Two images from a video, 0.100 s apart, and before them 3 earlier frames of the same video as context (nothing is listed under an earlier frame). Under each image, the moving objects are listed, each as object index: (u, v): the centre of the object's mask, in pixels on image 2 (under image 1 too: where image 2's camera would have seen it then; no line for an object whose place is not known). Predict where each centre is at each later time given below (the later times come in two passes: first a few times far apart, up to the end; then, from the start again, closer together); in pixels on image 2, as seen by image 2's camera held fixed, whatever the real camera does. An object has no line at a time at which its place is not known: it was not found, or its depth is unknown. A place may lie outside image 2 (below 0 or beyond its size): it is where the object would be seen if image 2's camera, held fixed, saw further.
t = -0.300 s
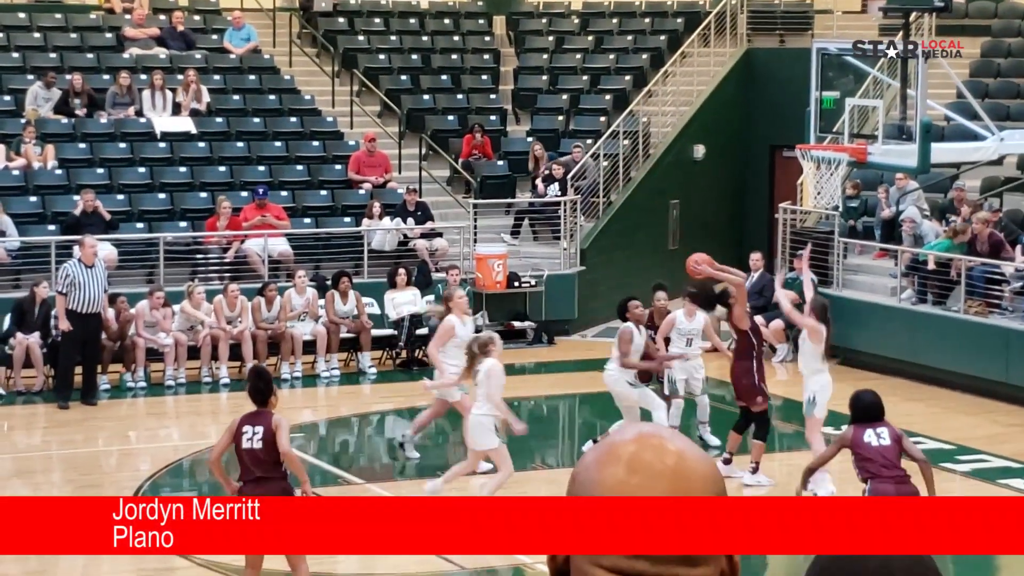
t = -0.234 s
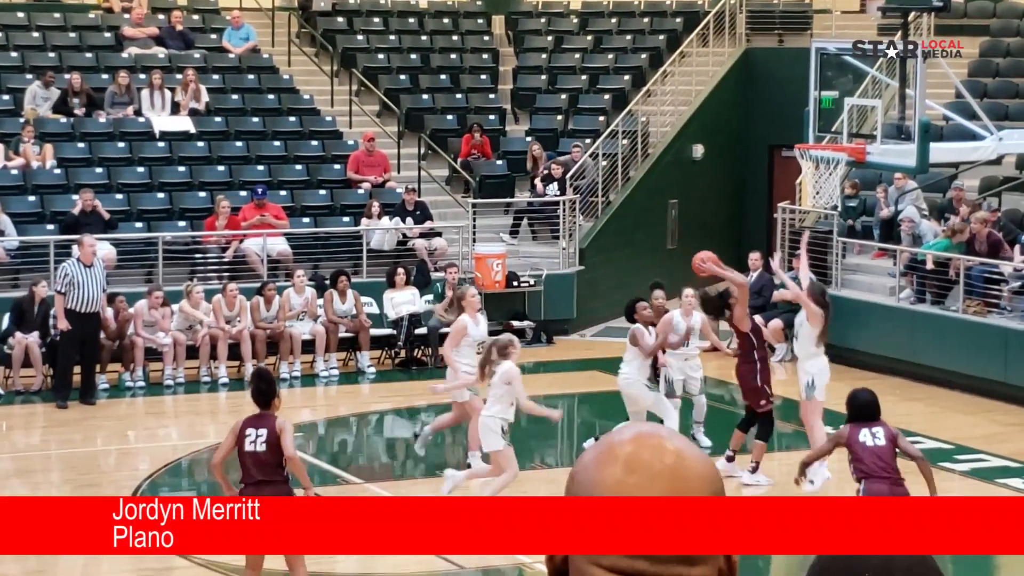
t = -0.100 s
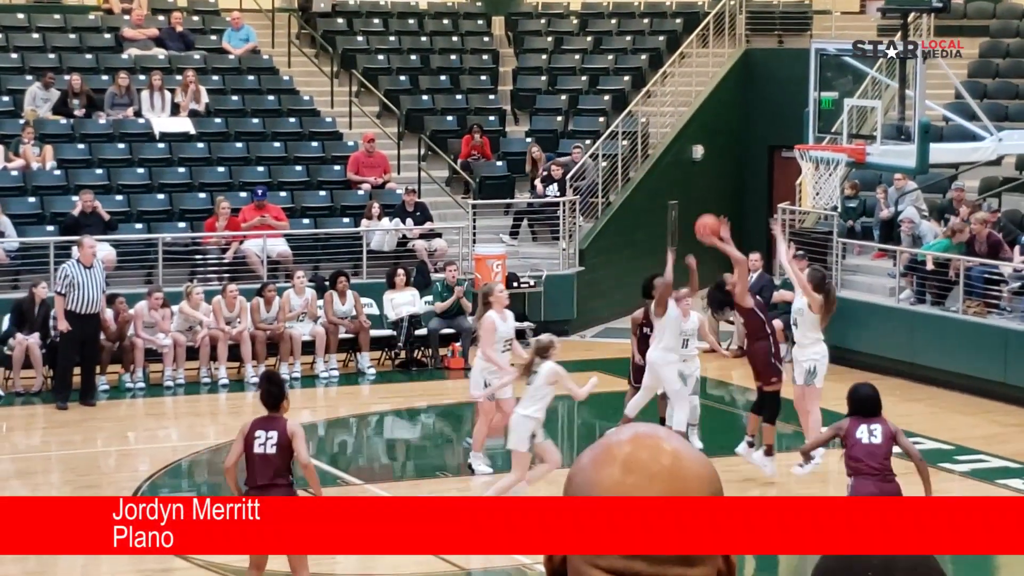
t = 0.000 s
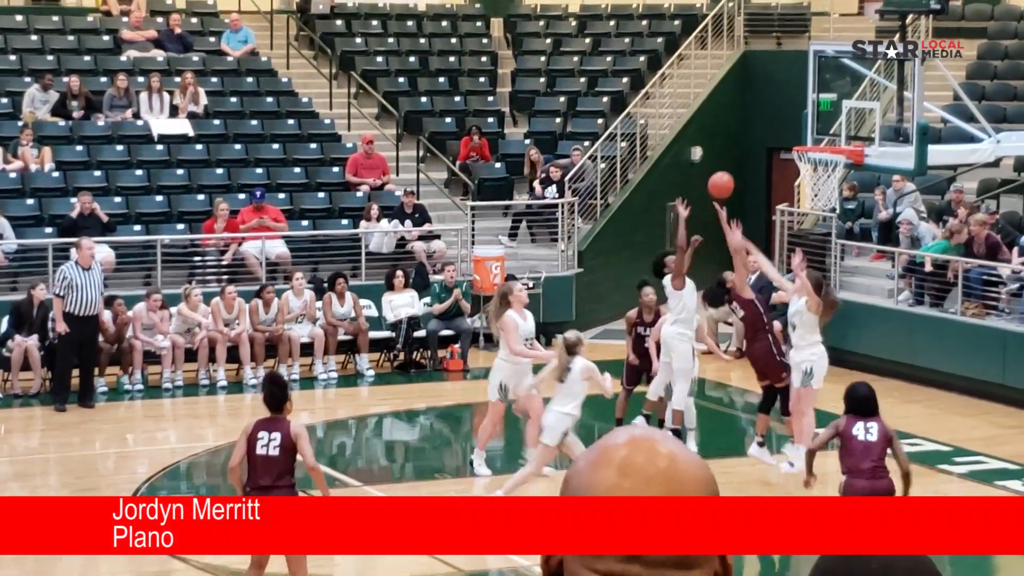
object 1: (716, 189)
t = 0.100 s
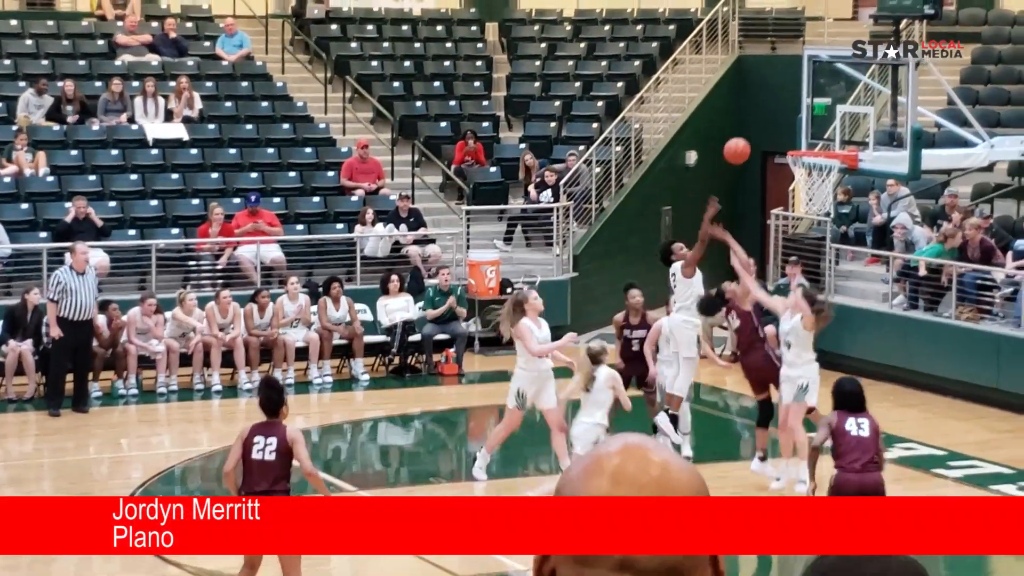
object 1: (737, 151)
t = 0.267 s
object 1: (772, 110)
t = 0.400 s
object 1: (799, 99)
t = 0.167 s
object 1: (751, 131)
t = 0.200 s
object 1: (758, 123)
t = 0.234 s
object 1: (765, 116)
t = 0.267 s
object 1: (772, 110)
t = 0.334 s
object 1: (786, 102)
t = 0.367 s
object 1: (792, 100)
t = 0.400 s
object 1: (799, 99)
